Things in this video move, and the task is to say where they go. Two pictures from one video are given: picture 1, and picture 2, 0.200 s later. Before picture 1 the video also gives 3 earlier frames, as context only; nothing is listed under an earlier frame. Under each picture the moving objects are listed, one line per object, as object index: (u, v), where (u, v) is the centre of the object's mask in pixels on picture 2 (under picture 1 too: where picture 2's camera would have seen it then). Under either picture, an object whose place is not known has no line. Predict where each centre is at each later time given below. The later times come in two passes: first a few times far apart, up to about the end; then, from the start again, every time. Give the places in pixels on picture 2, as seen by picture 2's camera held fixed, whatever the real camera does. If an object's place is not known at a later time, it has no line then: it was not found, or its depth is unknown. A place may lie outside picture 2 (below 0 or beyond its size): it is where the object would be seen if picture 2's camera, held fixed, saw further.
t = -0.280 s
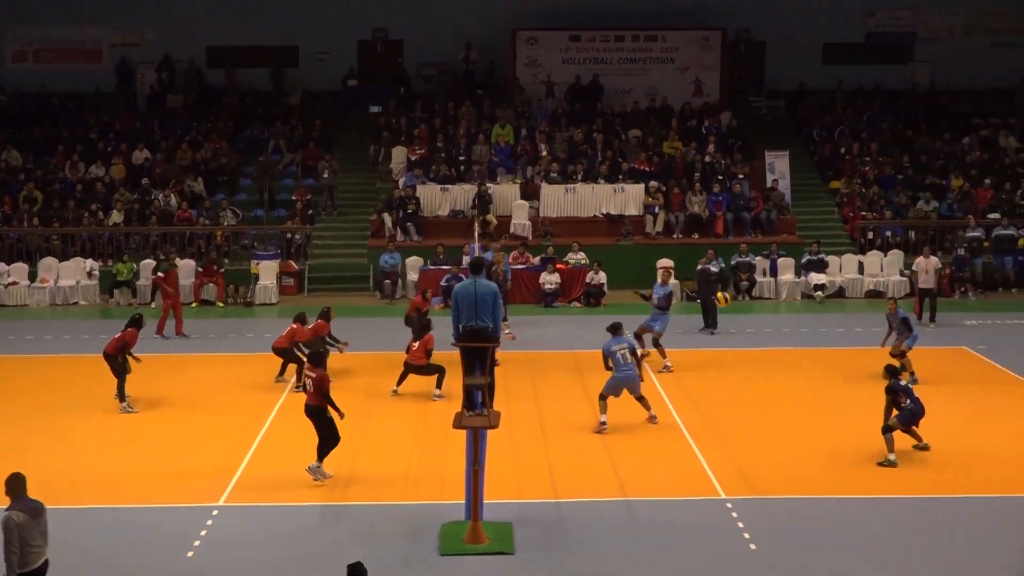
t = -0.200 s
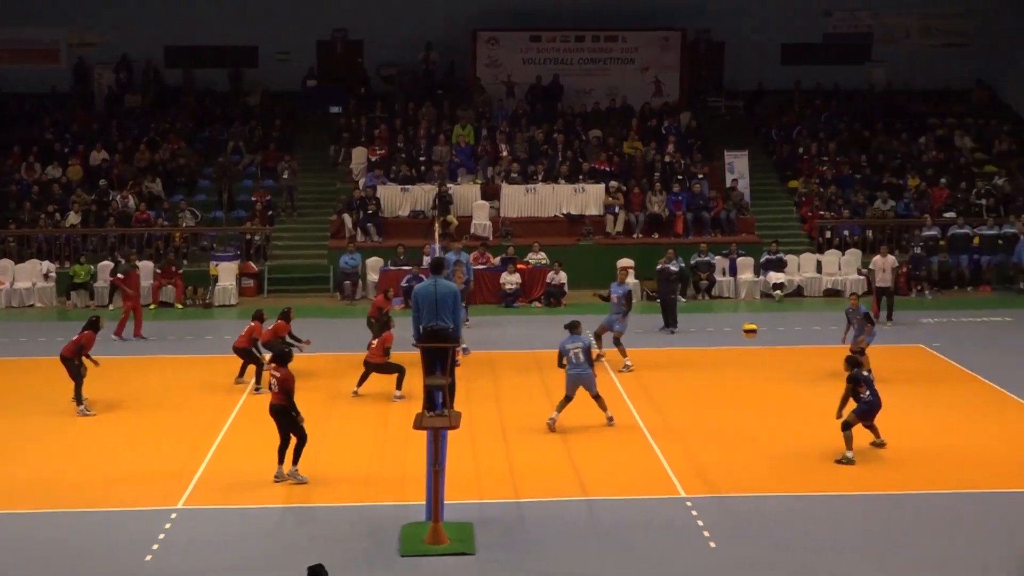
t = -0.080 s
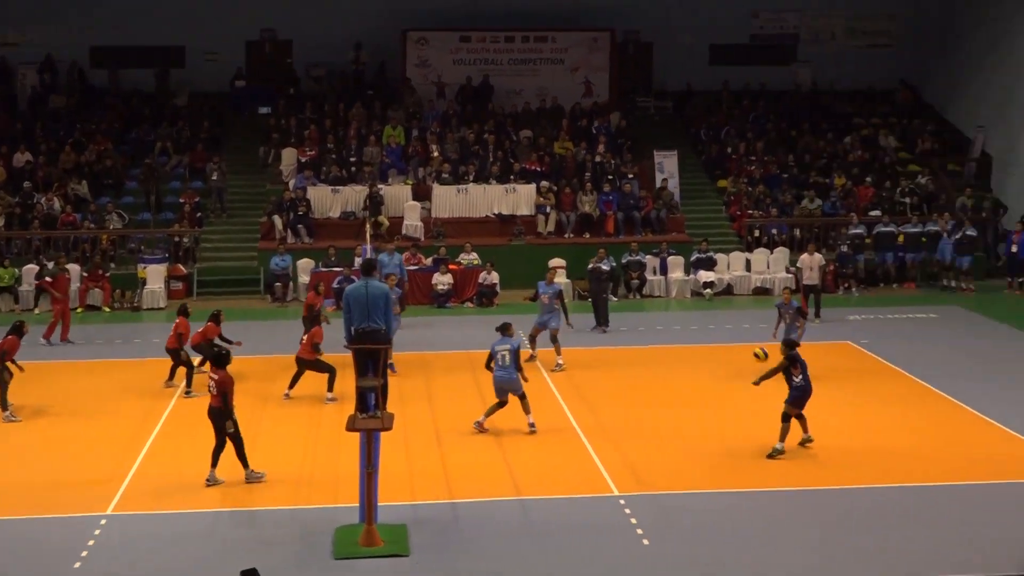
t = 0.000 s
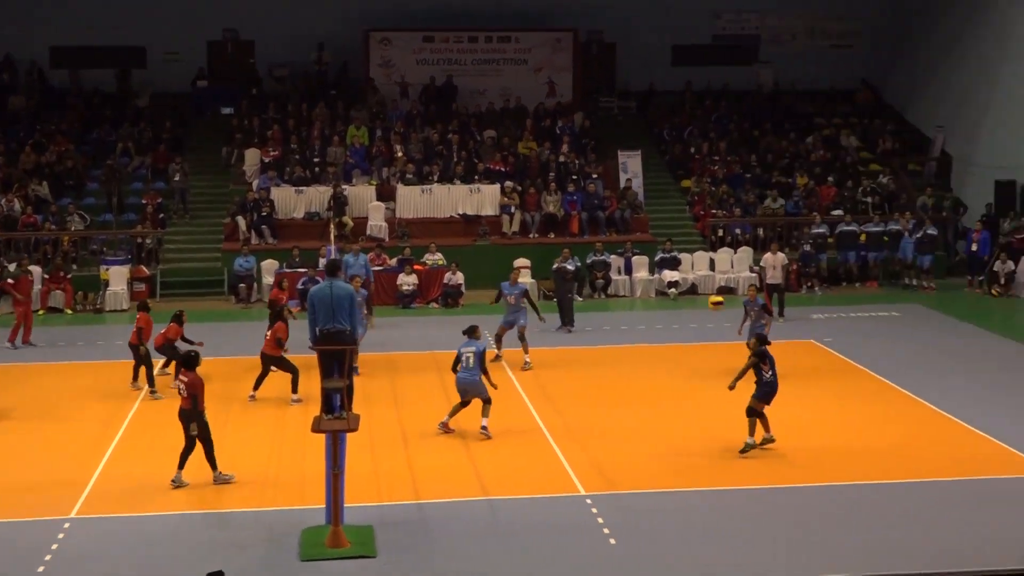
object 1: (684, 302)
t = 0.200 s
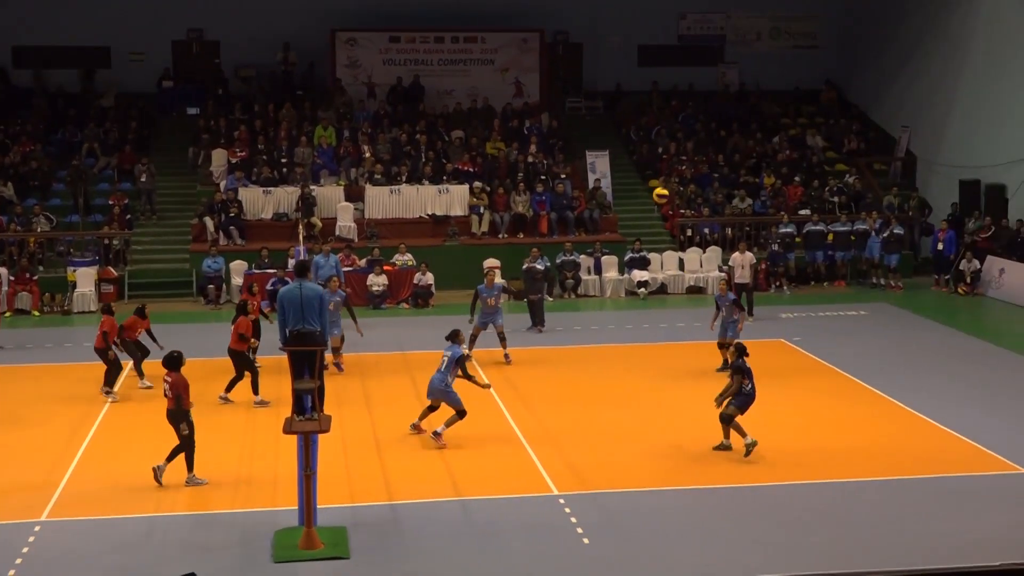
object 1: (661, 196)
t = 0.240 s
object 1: (656, 178)
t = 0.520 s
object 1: (624, 86)
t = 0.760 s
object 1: (598, 53)
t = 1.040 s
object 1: (568, 69)
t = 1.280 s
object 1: (543, 127)
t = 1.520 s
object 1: (518, 221)
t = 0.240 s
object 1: (656, 178)
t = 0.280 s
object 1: (651, 161)
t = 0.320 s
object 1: (646, 146)
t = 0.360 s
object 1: (641, 131)
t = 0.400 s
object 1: (637, 118)
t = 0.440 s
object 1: (633, 106)
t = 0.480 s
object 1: (628, 95)
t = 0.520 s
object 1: (624, 86)
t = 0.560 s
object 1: (619, 78)
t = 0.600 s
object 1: (615, 71)
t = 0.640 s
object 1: (610, 65)
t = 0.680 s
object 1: (606, 60)
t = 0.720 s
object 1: (602, 56)
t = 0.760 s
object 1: (598, 53)
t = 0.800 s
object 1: (593, 52)
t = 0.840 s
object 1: (589, 53)
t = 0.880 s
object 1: (585, 54)
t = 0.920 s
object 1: (580, 56)
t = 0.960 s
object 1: (576, 59)
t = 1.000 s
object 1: (572, 63)
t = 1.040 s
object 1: (568, 69)
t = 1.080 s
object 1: (563, 76)
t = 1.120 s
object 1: (559, 84)
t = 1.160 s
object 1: (555, 93)
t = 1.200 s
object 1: (551, 103)
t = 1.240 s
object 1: (547, 114)
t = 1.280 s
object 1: (543, 127)
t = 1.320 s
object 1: (538, 140)
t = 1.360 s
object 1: (535, 154)
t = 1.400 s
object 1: (530, 169)
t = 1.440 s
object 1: (526, 186)
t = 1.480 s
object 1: (522, 203)
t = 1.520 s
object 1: (518, 221)
